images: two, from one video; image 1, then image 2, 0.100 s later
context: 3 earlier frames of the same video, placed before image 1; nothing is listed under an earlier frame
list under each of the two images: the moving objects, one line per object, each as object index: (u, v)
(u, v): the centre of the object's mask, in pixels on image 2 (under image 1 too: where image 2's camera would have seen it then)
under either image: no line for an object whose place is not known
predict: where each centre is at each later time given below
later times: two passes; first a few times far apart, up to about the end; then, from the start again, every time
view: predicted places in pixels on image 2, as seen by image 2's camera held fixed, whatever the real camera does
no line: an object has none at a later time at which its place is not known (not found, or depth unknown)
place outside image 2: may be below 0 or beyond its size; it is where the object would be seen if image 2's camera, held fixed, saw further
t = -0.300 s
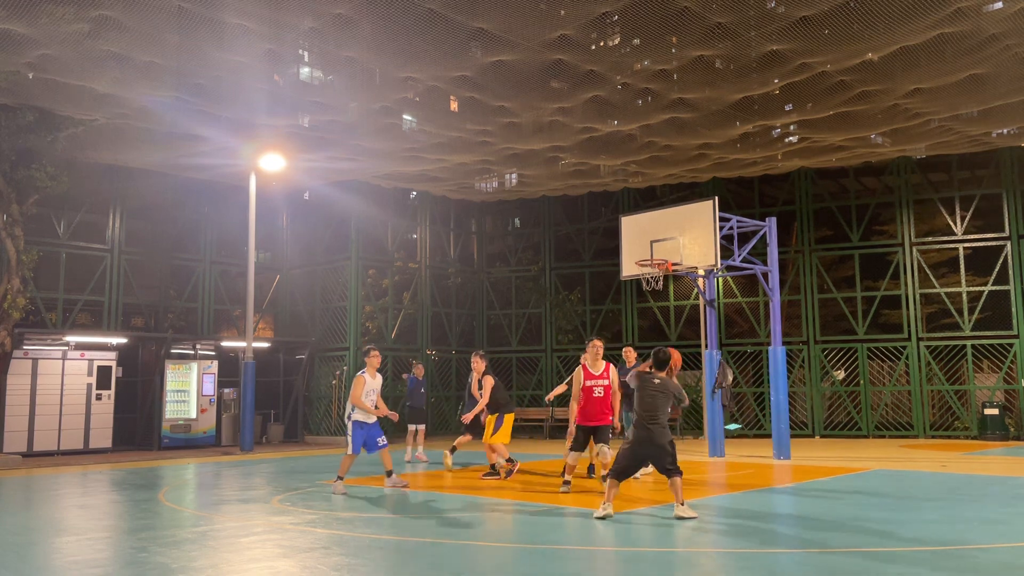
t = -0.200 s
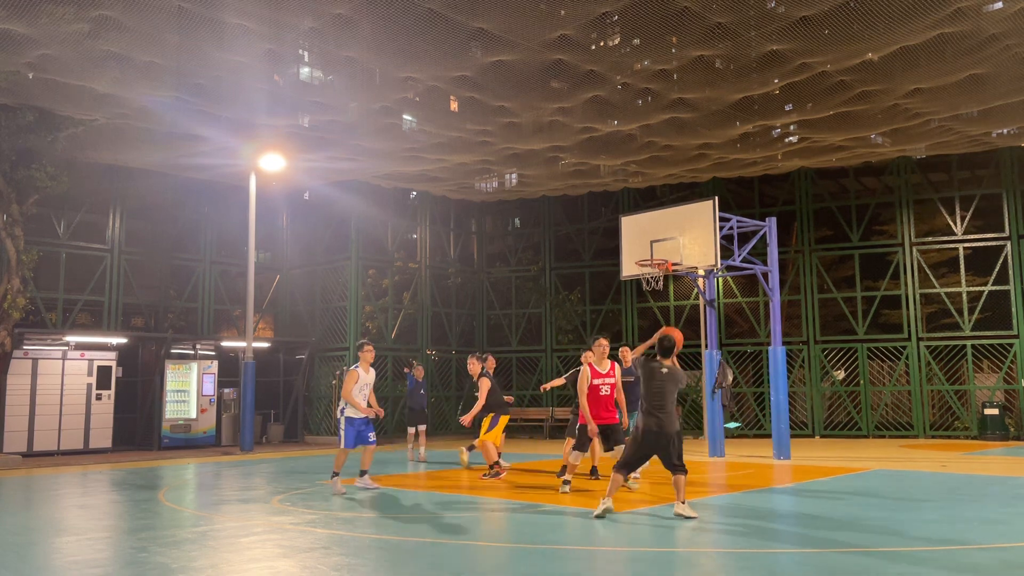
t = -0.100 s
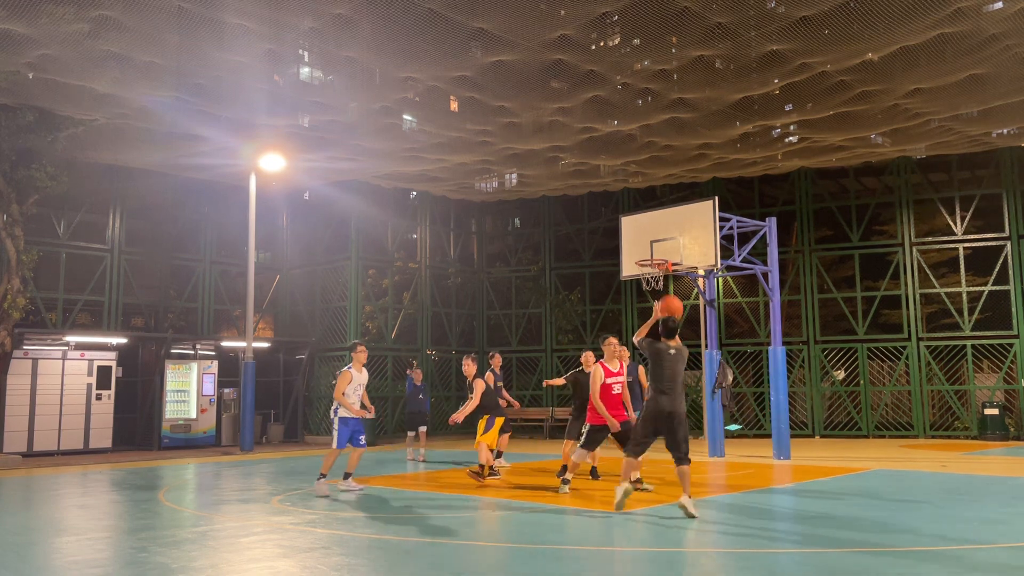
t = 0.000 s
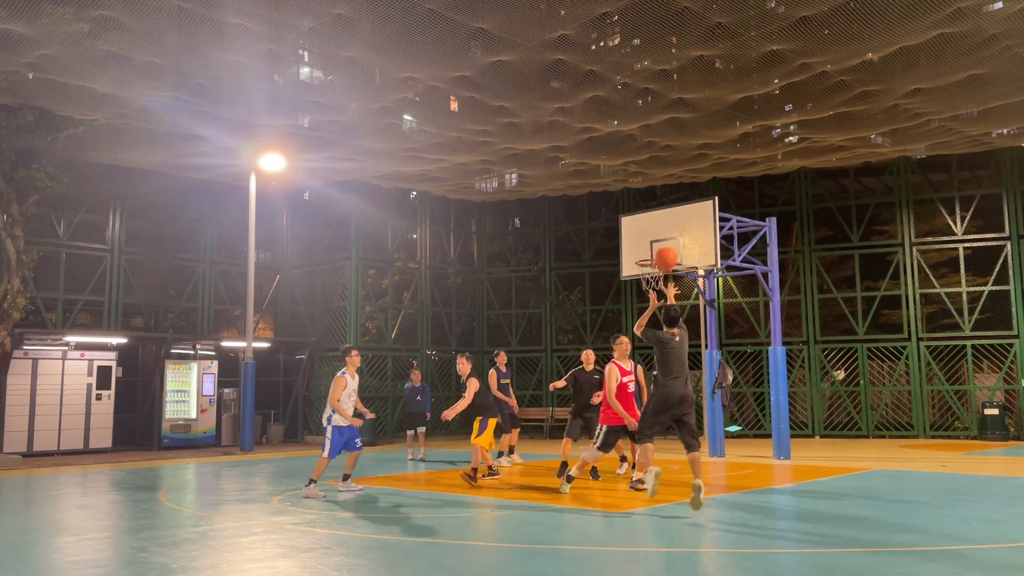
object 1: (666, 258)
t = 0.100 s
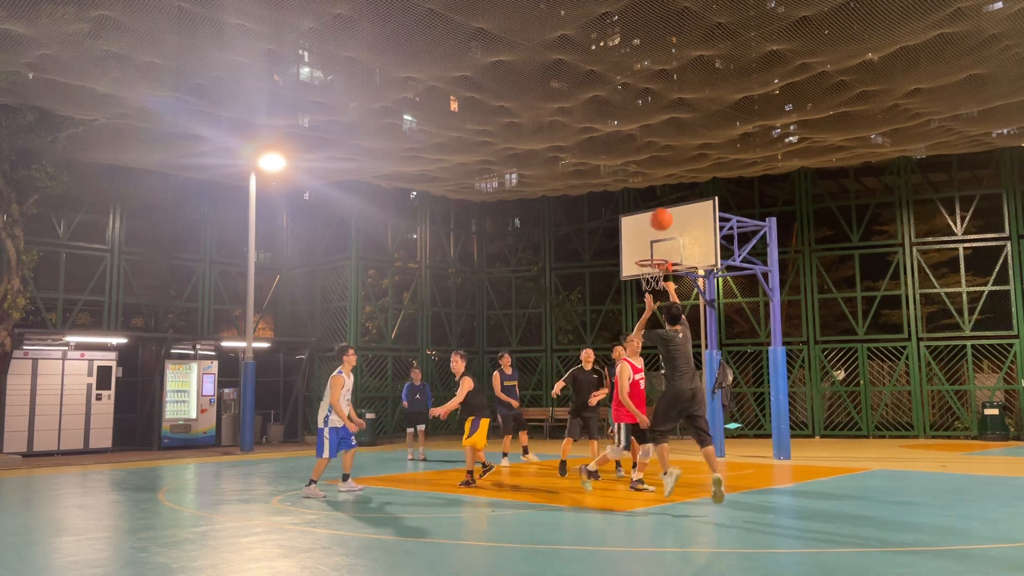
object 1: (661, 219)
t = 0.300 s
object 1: (653, 177)
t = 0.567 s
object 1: (647, 175)
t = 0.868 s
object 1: (642, 228)
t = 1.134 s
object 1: (648, 255)
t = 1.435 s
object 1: (626, 268)
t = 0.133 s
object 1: (659, 209)
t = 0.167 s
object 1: (658, 200)
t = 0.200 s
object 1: (657, 193)
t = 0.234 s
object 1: (656, 187)
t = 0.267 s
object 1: (654, 181)
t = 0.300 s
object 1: (653, 177)
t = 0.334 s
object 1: (652, 174)
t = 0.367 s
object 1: (651, 171)
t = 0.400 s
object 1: (650, 170)
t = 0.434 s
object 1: (649, 169)
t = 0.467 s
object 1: (648, 169)
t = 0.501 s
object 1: (648, 170)
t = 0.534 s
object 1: (647, 172)
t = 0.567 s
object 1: (647, 175)
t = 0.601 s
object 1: (646, 178)
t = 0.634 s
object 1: (645, 182)
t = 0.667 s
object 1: (644, 187)
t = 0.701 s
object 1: (644, 193)
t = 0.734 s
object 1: (644, 198)
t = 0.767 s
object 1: (643, 205)
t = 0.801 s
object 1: (643, 212)
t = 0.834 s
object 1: (642, 220)
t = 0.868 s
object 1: (642, 228)
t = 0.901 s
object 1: (641, 237)
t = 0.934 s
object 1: (641, 246)
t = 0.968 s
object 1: (641, 254)
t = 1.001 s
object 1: (642, 253)
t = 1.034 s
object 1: (644, 253)
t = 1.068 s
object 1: (645, 253)
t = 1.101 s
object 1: (647, 254)
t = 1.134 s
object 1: (648, 255)
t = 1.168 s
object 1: (648, 255)
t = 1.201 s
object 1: (645, 256)
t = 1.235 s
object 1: (641, 256)
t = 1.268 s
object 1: (638, 257)
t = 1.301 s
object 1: (636, 259)
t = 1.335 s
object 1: (633, 260)
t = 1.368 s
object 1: (631, 262)
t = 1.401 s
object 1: (629, 265)
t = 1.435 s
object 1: (626, 268)
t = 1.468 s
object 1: (624, 272)
